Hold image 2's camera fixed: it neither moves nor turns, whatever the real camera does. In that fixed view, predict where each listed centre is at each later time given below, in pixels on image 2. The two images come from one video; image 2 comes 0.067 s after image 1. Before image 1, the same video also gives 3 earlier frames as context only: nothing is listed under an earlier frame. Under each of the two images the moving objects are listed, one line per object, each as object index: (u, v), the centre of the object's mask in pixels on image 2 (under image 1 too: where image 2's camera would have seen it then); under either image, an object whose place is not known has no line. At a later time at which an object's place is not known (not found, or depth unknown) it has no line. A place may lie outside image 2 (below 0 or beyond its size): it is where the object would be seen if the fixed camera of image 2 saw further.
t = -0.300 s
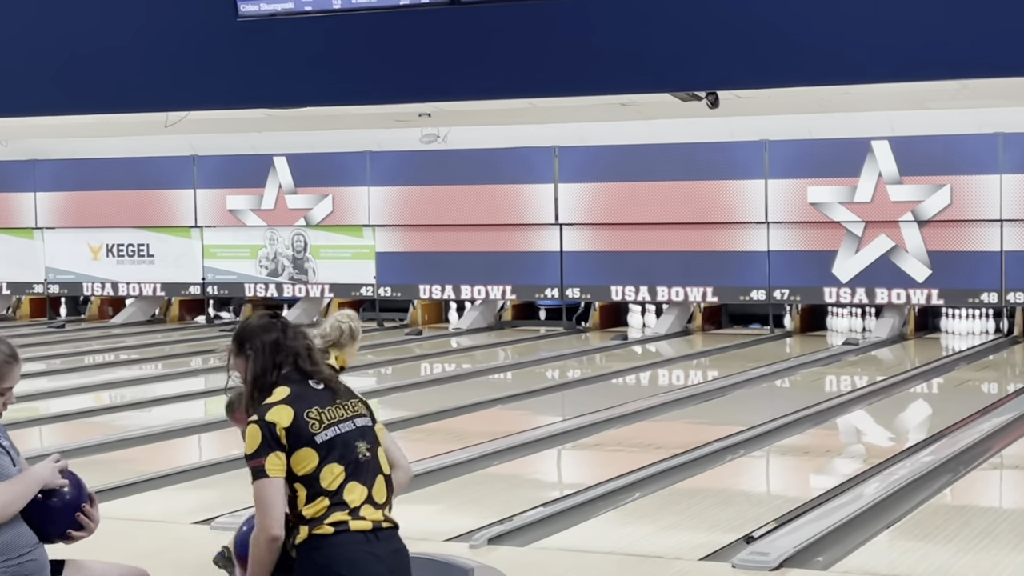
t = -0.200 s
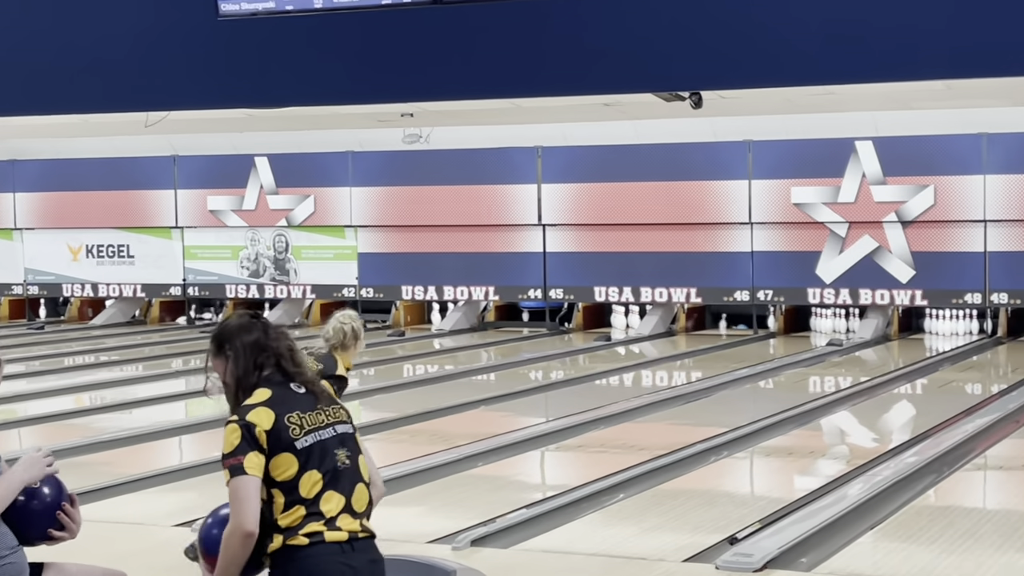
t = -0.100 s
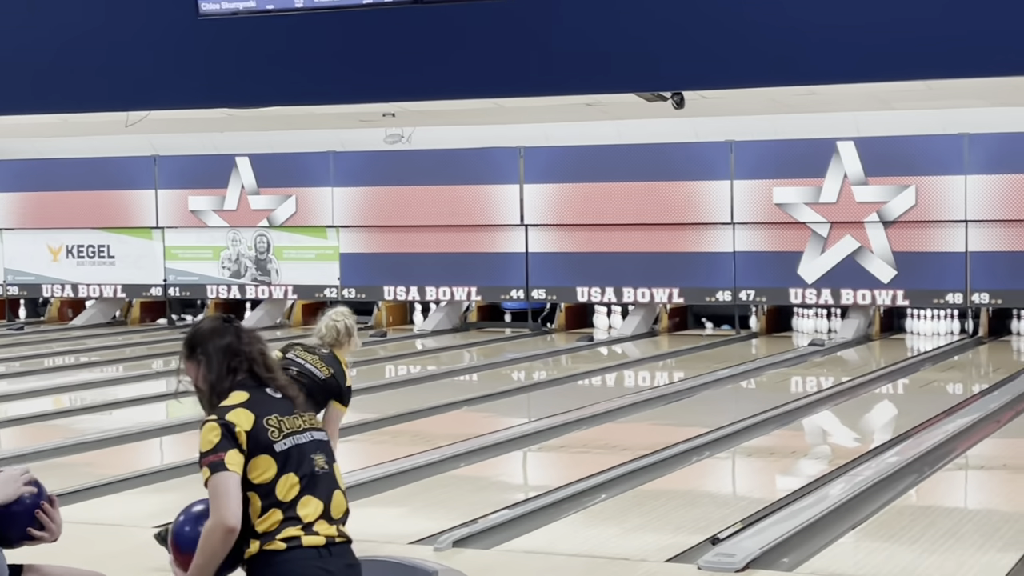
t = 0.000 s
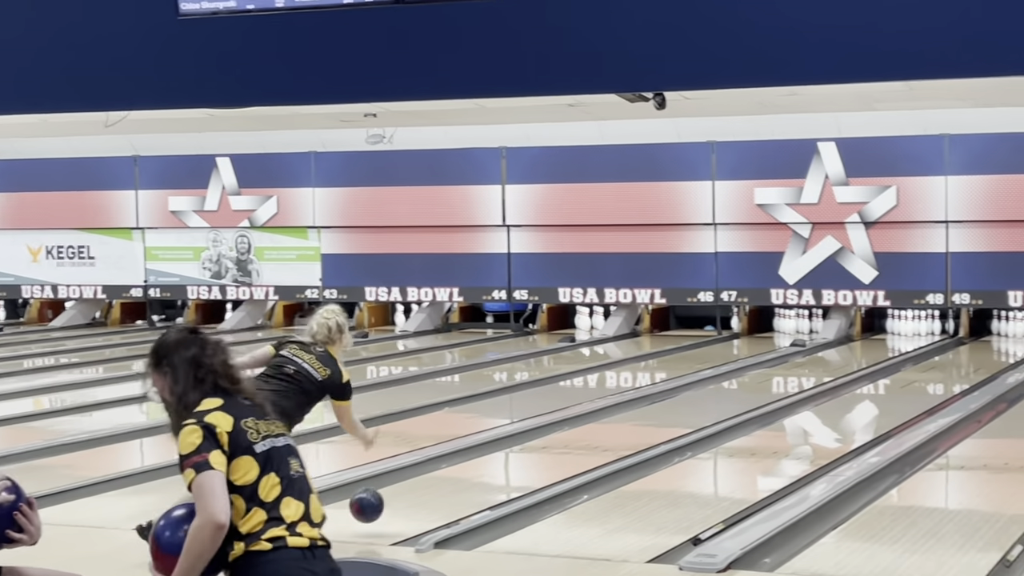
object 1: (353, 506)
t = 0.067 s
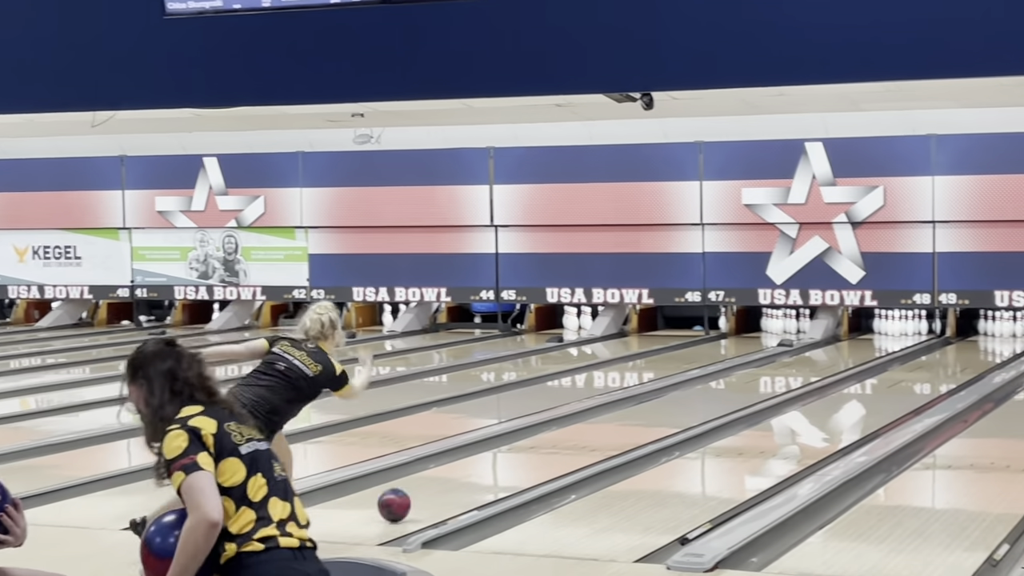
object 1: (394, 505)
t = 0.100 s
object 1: (413, 499)
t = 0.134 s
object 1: (431, 493)
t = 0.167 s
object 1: (448, 487)
